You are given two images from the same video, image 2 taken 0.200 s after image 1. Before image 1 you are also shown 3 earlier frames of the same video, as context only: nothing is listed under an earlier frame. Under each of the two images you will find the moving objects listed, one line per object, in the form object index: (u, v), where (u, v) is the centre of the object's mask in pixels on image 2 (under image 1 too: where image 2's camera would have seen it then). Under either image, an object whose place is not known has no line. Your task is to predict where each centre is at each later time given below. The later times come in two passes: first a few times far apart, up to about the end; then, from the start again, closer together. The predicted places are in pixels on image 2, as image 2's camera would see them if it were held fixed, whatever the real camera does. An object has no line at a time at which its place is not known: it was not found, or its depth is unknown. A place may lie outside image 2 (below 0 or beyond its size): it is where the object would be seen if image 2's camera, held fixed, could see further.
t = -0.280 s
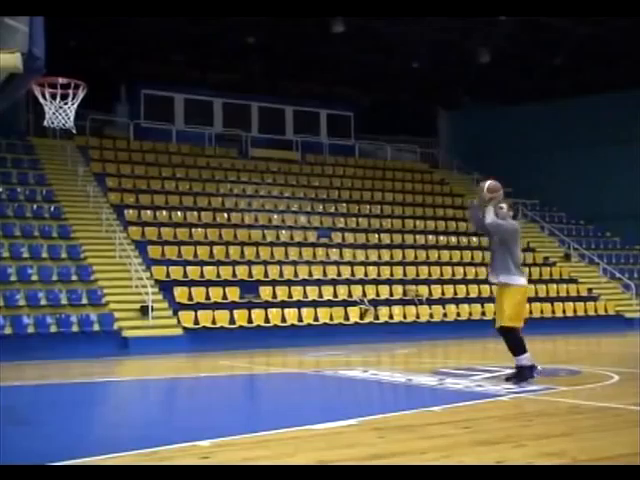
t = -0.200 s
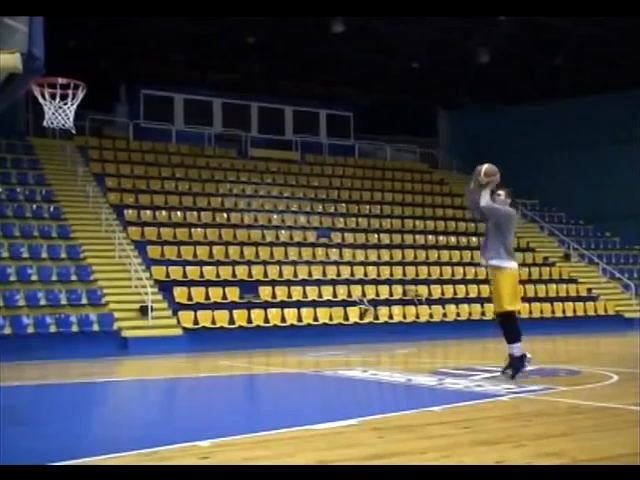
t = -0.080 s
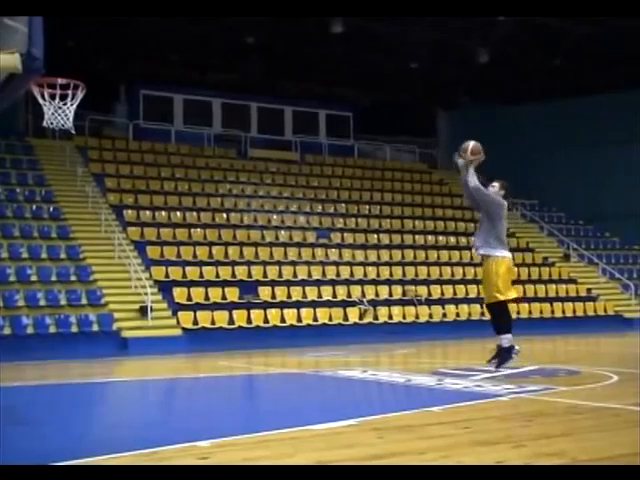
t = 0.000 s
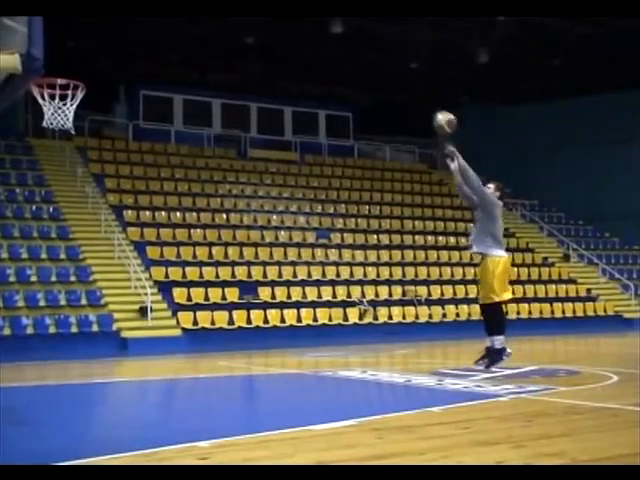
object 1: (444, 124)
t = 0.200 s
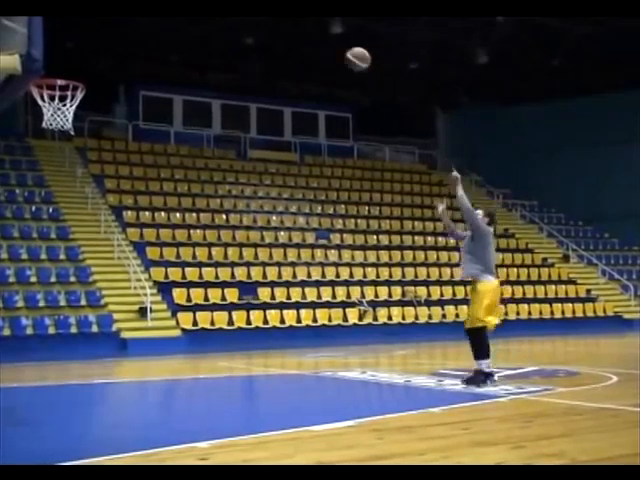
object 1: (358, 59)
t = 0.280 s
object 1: (322, 42)
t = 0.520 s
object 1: (214, 25)
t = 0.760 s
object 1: (97, 61)
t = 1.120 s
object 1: (56, 110)
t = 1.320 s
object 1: (72, 139)
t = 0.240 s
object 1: (340, 50)
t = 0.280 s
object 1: (322, 42)
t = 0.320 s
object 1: (304, 35)
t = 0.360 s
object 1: (287, 31)
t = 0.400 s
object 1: (269, 27)
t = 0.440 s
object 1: (250, 25)
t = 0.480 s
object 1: (232, 25)
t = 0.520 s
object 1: (214, 25)
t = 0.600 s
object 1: (175, 31)
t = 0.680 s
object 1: (136, 42)
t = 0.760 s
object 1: (97, 61)
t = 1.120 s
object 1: (56, 110)
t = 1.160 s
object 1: (60, 115)
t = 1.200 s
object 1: (62, 123)
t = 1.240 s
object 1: (65, 131)
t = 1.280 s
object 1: (68, 132)
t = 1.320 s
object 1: (72, 139)
